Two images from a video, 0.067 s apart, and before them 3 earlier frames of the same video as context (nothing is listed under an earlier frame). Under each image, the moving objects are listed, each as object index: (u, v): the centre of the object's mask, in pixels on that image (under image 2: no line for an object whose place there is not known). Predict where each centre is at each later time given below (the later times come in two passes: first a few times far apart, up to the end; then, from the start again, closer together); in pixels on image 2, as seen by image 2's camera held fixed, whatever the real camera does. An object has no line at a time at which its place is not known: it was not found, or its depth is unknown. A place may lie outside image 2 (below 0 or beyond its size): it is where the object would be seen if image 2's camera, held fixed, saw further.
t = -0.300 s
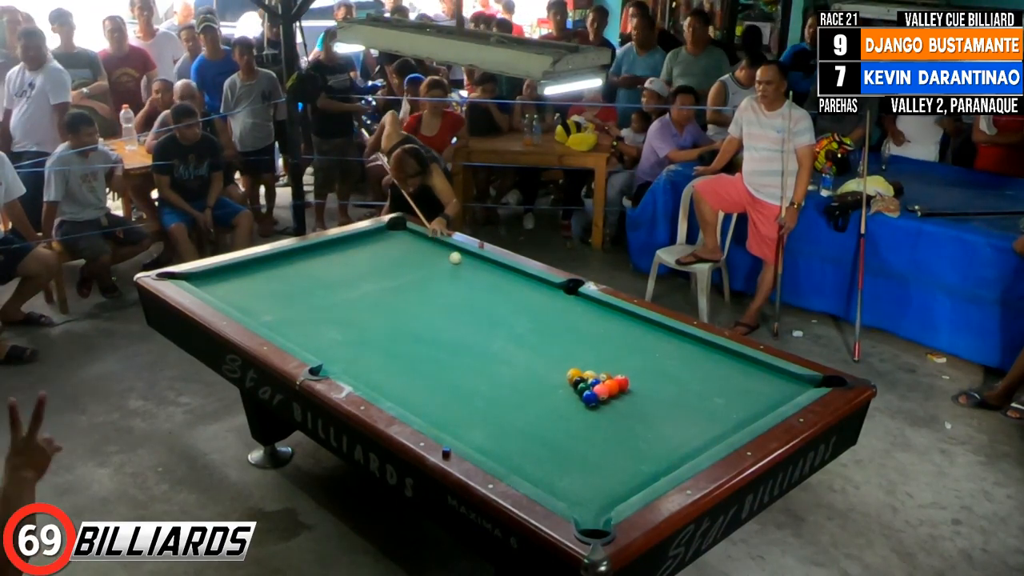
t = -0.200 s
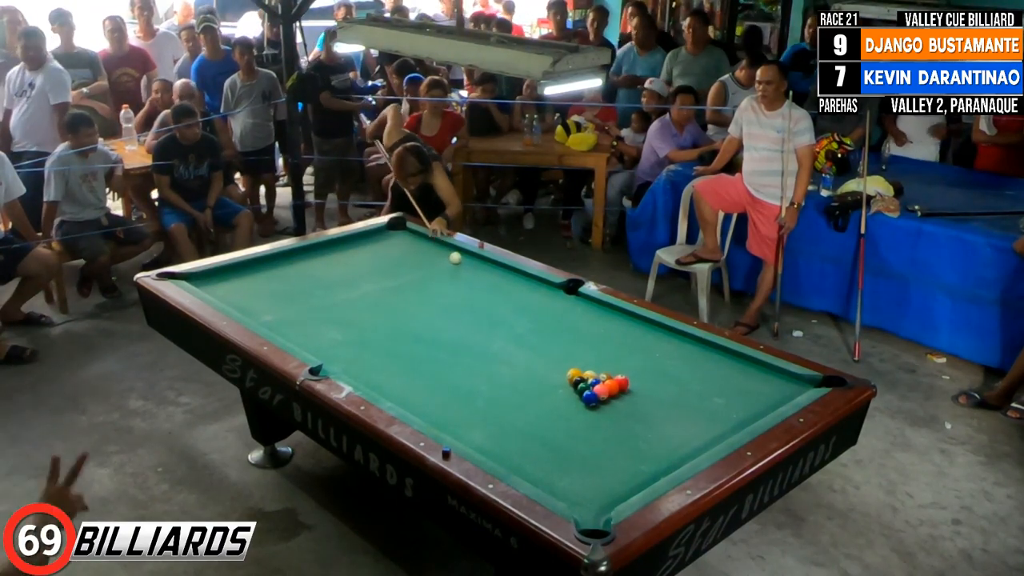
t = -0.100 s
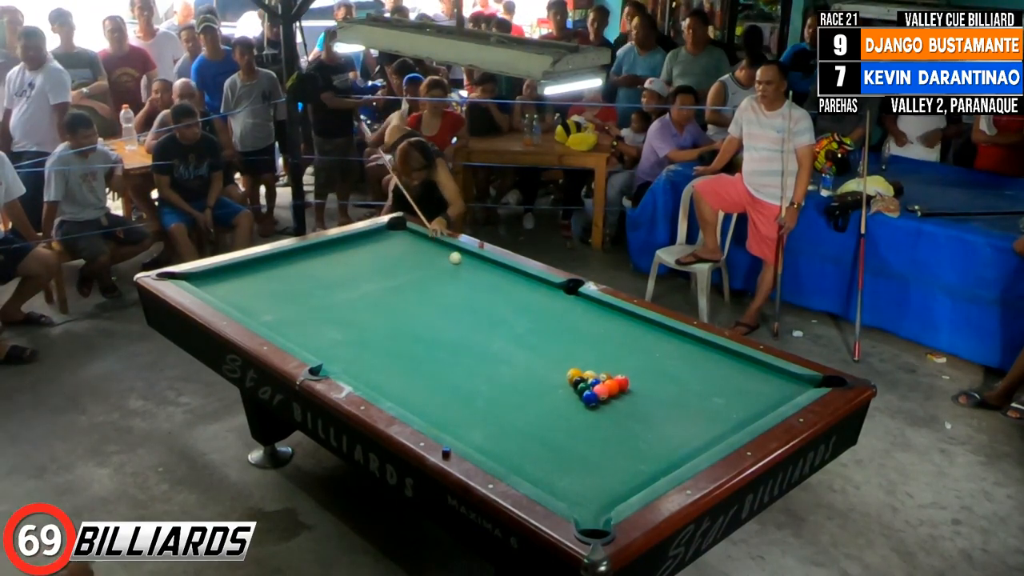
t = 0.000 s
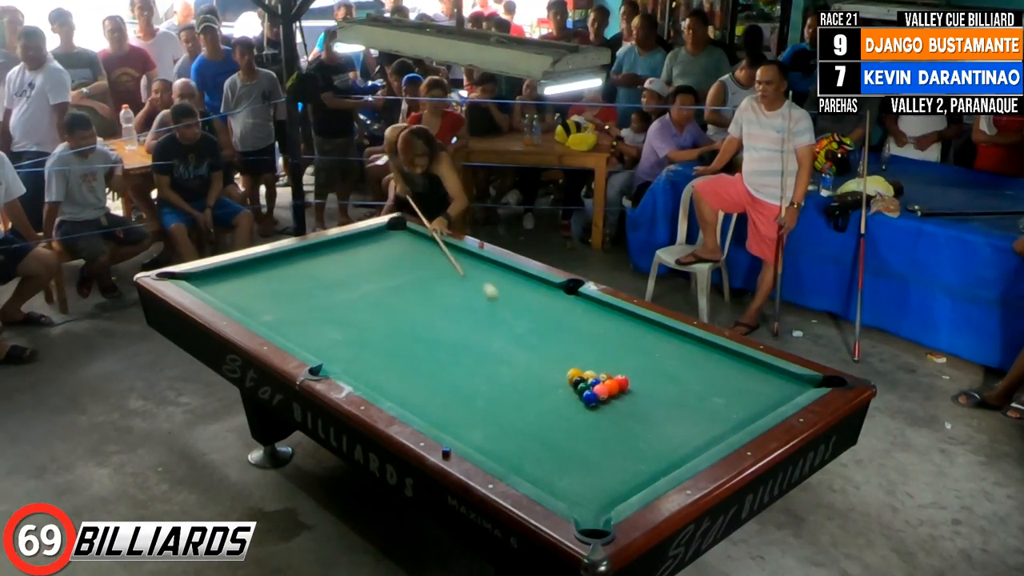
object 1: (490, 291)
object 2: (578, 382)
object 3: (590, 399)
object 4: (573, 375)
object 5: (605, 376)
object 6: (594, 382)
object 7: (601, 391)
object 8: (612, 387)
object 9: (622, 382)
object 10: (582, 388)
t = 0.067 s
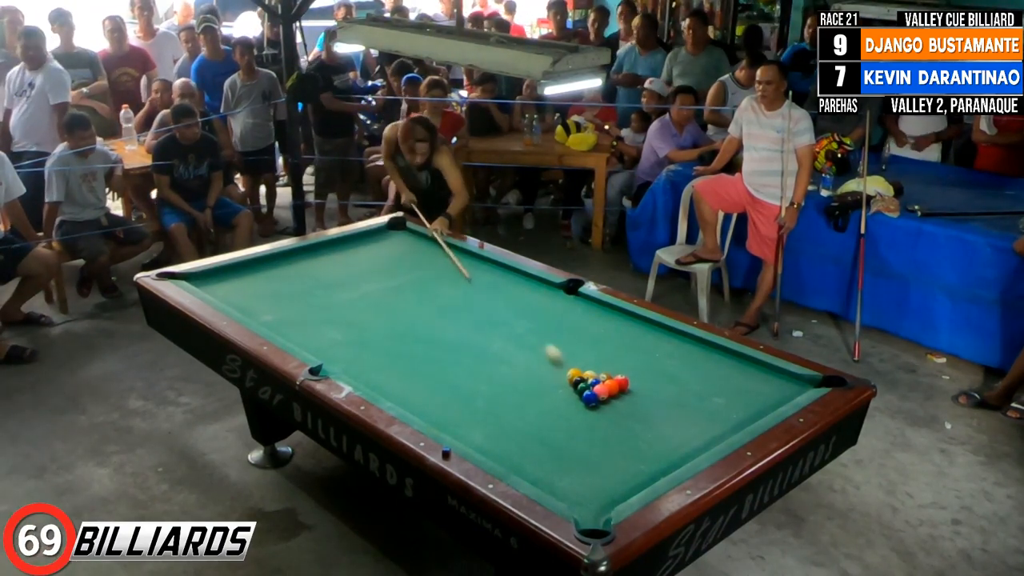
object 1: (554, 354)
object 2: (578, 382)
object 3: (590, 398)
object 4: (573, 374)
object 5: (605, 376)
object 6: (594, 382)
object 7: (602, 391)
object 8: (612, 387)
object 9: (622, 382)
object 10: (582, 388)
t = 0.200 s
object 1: (575, 359)
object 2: (525, 386)
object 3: (593, 472)
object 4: (541, 375)
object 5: (609, 377)
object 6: (599, 386)
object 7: (662, 407)
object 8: (671, 399)
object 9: (687, 388)
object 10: (549, 409)
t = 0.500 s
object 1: (592, 347)
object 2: (446, 367)
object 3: (377, 380)
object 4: (466, 371)
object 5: (616, 371)
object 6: (606, 387)
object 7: (719, 414)
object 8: (745, 406)
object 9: (781, 390)
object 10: (470, 442)
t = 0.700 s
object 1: (603, 341)
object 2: (438, 333)
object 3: (398, 350)
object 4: (418, 369)
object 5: (620, 367)
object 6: (610, 388)
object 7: (688, 394)
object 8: (719, 383)
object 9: (764, 369)
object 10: (488, 425)
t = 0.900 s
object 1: (613, 334)
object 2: (427, 307)
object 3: (482, 324)
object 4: (371, 366)
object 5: (624, 364)
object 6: (613, 388)
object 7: (659, 375)
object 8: (696, 363)
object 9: (733, 359)
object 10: (503, 406)
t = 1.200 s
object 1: (626, 325)
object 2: (413, 273)
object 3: (566, 294)
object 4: (333, 357)
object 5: (612, 354)
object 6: (617, 388)
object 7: (641, 357)
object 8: (665, 337)
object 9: (682, 350)
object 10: (524, 381)
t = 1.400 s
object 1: (633, 319)
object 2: (405, 254)
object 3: (531, 302)
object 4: (339, 347)
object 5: (596, 345)
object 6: (618, 389)
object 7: (639, 349)
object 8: (647, 321)
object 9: (650, 344)
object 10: (536, 366)
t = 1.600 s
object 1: (618, 312)
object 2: (398, 237)
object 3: (498, 308)
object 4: (346, 337)
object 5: (580, 337)
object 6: (619, 389)
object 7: (630, 345)
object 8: (629, 320)
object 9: (628, 333)
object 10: (547, 353)
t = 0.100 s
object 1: (569, 363)
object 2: (568, 384)
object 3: (603, 418)
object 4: (569, 372)
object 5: (607, 379)
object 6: (595, 386)
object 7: (610, 394)
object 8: (622, 389)
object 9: (633, 383)
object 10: (579, 394)
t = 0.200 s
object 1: (575, 359)
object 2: (525, 386)
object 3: (593, 472)
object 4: (541, 375)
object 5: (609, 377)
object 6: (599, 386)
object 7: (662, 407)
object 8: (671, 399)
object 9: (687, 388)
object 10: (549, 409)
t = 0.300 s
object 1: (581, 355)
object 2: (487, 386)
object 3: (474, 444)
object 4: (516, 374)
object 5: (611, 375)
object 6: (601, 386)
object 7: (705, 419)
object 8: (714, 407)
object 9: (733, 393)
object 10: (522, 421)
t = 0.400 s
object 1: (586, 351)
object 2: (450, 386)
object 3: (439, 399)
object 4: (491, 373)
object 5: (614, 373)
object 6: (604, 386)
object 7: (737, 424)
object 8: (754, 415)
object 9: (777, 397)
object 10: (496, 433)
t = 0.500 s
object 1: (592, 347)
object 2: (446, 367)
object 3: (377, 380)
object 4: (466, 371)
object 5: (616, 371)
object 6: (606, 387)
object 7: (719, 414)
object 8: (745, 406)
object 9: (781, 390)
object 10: (470, 442)
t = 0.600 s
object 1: (598, 344)
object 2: (444, 348)
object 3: (340, 363)
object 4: (442, 370)
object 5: (618, 369)
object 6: (608, 388)
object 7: (703, 403)
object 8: (732, 394)
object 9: (772, 379)
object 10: (479, 434)
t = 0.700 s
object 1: (603, 341)
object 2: (438, 333)
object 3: (398, 350)
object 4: (418, 369)
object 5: (620, 367)
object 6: (610, 388)
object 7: (688, 394)
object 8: (719, 383)
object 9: (764, 369)
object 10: (488, 425)
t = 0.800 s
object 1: (608, 337)
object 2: (432, 319)
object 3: (443, 337)
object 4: (394, 367)
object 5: (622, 365)
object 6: (612, 387)
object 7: (673, 384)
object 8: (707, 373)
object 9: (751, 362)
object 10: (496, 415)
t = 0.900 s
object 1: (613, 334)
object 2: (427, 307)
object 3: (482, 324)
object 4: (371, 366)
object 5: (624, 364)
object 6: (613, 388)
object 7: (659, 375)
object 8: (696, 363)
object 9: (733, 359)
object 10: (503, 406)
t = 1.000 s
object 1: (617, 331)
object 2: (422, 295)
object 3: (519, 311)
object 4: (348, 365)
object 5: (626, 362)
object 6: (615, 388)
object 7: (646, 367)
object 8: (685, 354)
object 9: (716, 356)
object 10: (510, 397)
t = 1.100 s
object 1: (622, 328)
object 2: (417, 284)
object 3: (552, 301)
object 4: (330, 362)
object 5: (621, 358)
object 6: (616, 388)
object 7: (641, 361)
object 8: (675, 345)
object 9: (699, 353)
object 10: (517, 389)
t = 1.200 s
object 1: (626, 325)
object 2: (413, 273)
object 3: (566, 294)
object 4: (333, 357)
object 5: (612, 354)
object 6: (617, 388)
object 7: (641, 357)
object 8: (665, 337)
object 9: (682, 350)
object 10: (524, 381)
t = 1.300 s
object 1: (630, 322)
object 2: (409, 264)
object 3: (547, 299)
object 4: (337, 352)
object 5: (604, 349)
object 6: (617, 388)
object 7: (640, 353)
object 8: (655, 329)
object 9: (666, 347)
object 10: (530, 373)
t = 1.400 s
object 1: (633, 319)
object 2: (405, 254)
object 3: (531, 302)
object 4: (339, 347)
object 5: (596, 345)
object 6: (618, 389)
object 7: (639, 349)
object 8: (647, 321)
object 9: (650, 344)
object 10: (536, 366)
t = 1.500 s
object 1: (627, 314)
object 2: (401, 246)
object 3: (515, 305)
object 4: (343, 342)
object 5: (588, 341)
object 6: (618, 389)
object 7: (635, 347)
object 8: (638, 321)
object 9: (638, 337)
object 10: (542, 360)
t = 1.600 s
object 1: (618, 312)
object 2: (398, 237)
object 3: (498, 308)
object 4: (346, 337)
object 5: (580, 337)
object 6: (619, 389)
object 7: (630, 345)
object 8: (629, 320)
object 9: (628, 333)
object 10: (547, 353)
